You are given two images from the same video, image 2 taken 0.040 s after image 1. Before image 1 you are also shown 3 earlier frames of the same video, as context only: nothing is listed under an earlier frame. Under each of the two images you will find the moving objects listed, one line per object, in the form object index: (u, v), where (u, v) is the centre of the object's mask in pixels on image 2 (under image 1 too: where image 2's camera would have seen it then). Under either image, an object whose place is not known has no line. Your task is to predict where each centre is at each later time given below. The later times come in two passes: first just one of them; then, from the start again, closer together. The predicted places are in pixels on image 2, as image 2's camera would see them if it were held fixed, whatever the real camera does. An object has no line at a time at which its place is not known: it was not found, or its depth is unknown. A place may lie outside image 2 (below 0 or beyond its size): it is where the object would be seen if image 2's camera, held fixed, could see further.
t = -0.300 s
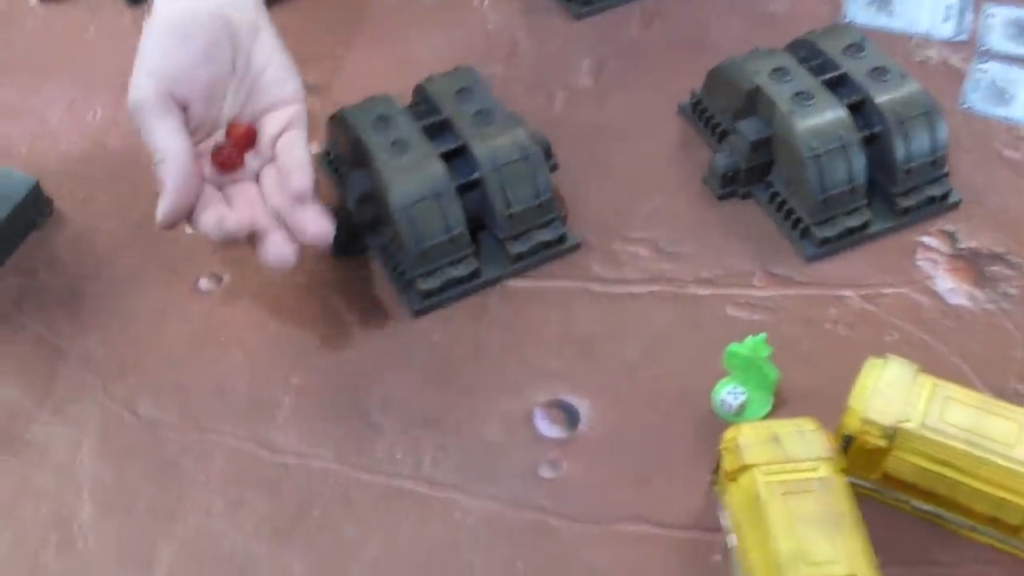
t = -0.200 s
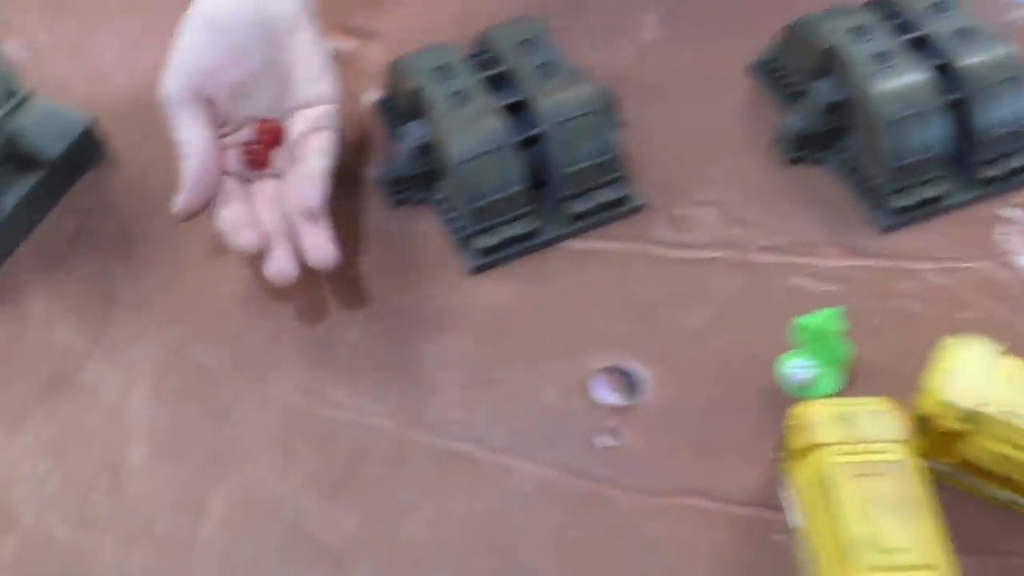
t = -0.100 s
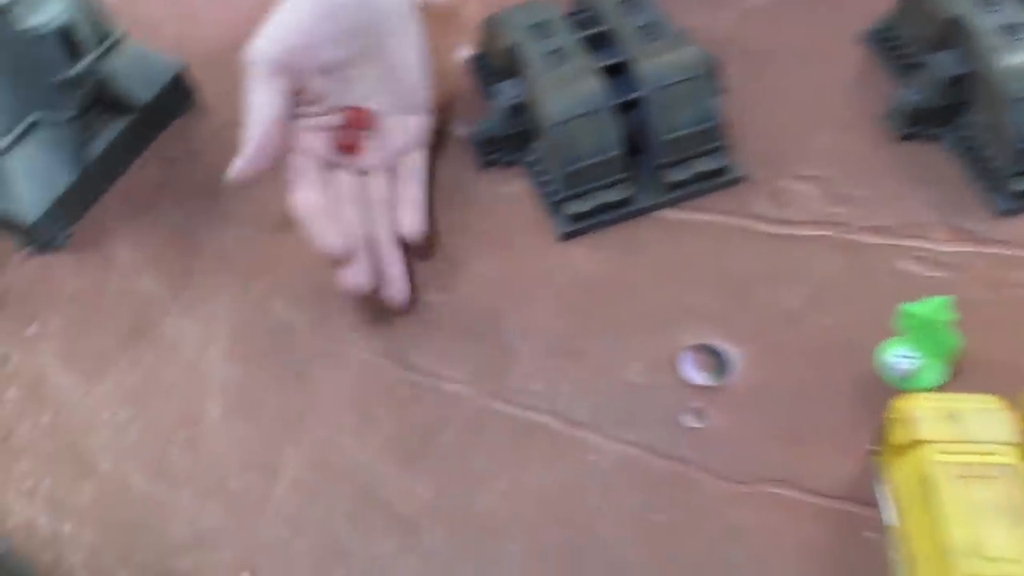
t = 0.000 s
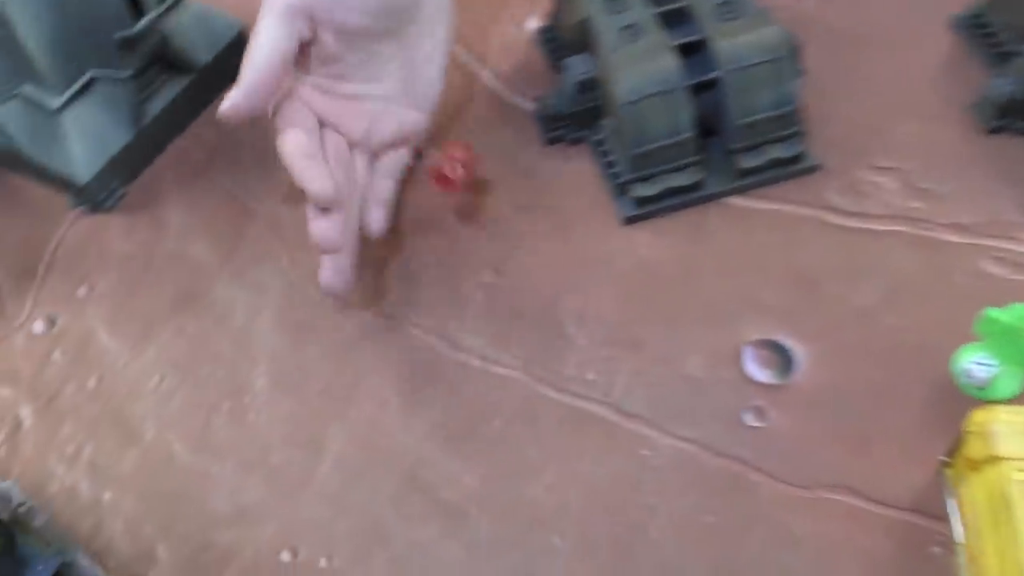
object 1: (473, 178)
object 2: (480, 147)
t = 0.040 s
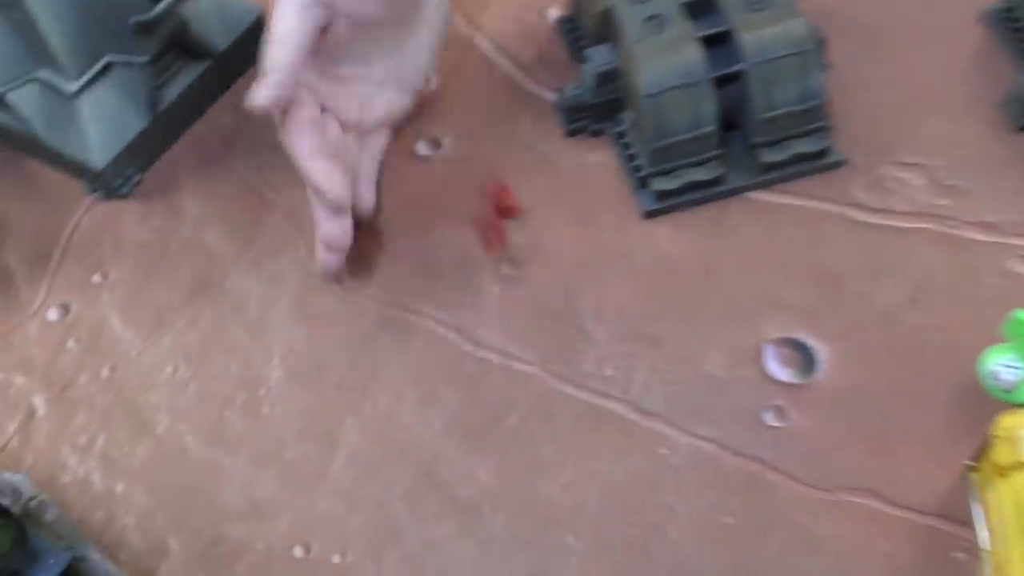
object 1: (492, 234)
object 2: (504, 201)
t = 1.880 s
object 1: (606, 387)
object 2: (666, 354)
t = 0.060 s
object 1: (500, 254)
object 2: (514, 209)
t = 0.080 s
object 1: (510, 259)
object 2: (527, 215)
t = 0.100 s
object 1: (519, 269)
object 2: (539, 228)
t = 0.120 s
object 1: (527, 284)
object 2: (549, 241)
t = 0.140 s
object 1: (540, 305)
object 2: (560, 252)
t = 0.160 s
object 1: (552, 323)
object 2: (569, 265)
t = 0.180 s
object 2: (576, 277)
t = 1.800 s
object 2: (666, 354)
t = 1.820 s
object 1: (606, 387)
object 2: (666, 354)
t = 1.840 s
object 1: (606, 387)
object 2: (666, 354)
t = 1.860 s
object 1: (606, 387)
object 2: (666, 354)
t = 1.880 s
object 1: (606, 387)
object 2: (666, 354)
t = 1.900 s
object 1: (606, 387)
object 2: (666, 354)
